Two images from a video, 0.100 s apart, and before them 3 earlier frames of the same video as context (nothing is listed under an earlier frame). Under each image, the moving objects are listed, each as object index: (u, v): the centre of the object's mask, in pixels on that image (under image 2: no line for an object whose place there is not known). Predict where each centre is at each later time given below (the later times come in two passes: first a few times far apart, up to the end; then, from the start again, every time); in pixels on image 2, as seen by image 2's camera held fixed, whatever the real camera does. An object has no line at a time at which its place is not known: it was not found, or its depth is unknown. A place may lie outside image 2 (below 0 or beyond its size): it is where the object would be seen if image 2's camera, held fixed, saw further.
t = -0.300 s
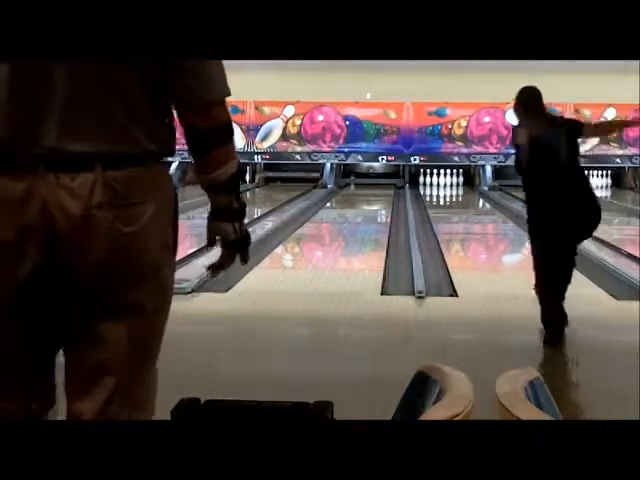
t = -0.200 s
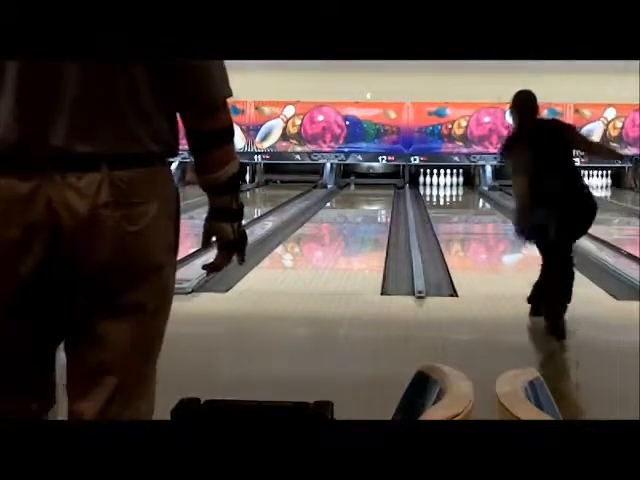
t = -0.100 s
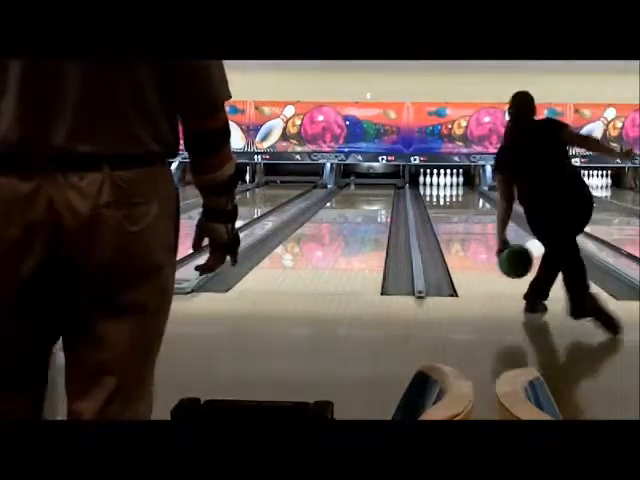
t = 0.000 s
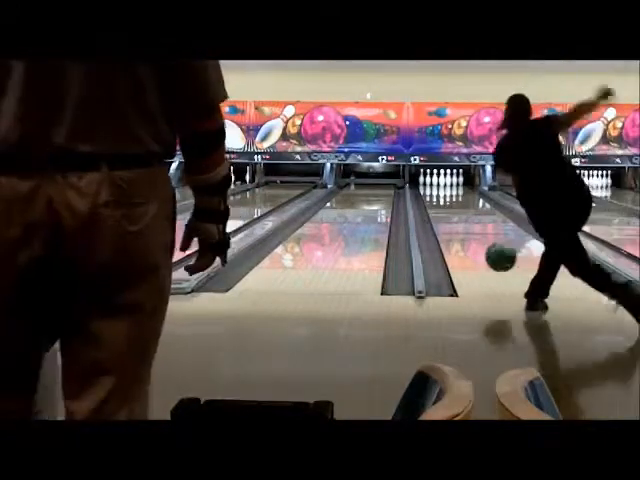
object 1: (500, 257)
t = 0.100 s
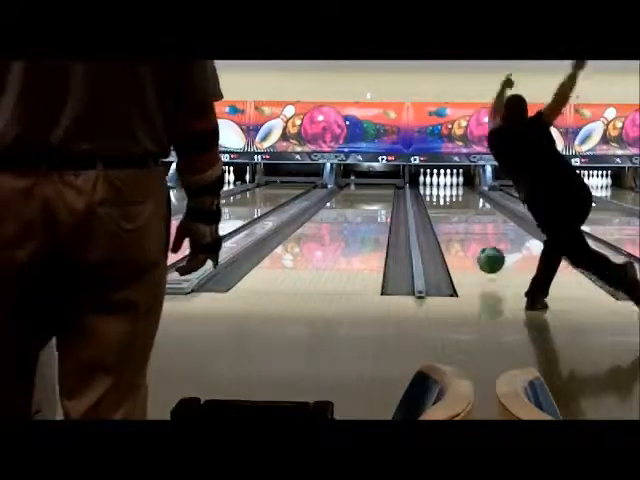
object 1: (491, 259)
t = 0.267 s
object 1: (477, 249)
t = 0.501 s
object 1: (464, 232)
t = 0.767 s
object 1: (454, 218)
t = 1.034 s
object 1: (447, 210)
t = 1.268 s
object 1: (445, 200)
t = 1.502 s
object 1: (441, 196)
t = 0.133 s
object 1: (487, 262)
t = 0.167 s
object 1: (484, 259)
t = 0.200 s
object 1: (482, 255)
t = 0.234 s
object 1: (480, 252)
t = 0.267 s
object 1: (477, 249)
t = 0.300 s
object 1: (475, 246)
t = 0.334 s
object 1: (472, 243)
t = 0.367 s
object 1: (470, 240)
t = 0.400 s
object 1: (469, 238)
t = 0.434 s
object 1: (467, 235)
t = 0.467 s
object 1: (466, 234)
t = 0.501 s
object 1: (464, 232)
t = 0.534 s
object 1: (462, 230)
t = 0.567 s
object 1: (461, 227)
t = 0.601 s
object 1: (460, 225)
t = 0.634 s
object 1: (459, 225)
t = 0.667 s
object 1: (458, 222)
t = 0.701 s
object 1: (457, 221)
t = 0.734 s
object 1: (456, 219)
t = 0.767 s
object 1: (454, 218)
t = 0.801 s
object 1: (454, 216)
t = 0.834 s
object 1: (453, 215)
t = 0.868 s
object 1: (450, 212)
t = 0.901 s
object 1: (450, 211)
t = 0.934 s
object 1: (449, 211)
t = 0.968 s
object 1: (449, 209)
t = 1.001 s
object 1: (448, 209)
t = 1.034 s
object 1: (447, 210)
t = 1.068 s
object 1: (447, 208)
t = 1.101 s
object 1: (446, 205)
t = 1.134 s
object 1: (445, 204)
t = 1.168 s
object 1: (445, 203)
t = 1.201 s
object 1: (446, 202)
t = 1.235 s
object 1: (445, 201)
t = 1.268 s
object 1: (445, 200)
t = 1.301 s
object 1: (444, 200)
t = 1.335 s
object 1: (445, 200)
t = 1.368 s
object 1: (444, 199)
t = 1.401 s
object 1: (442, 197)
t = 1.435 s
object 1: (441, 197)
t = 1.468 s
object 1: (441, 196)
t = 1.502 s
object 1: (441, 196)
